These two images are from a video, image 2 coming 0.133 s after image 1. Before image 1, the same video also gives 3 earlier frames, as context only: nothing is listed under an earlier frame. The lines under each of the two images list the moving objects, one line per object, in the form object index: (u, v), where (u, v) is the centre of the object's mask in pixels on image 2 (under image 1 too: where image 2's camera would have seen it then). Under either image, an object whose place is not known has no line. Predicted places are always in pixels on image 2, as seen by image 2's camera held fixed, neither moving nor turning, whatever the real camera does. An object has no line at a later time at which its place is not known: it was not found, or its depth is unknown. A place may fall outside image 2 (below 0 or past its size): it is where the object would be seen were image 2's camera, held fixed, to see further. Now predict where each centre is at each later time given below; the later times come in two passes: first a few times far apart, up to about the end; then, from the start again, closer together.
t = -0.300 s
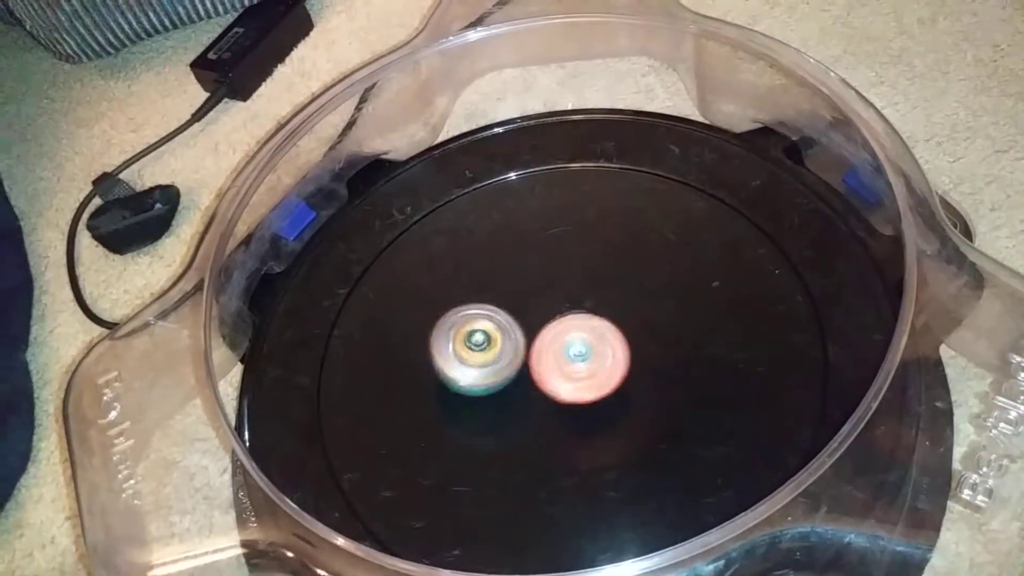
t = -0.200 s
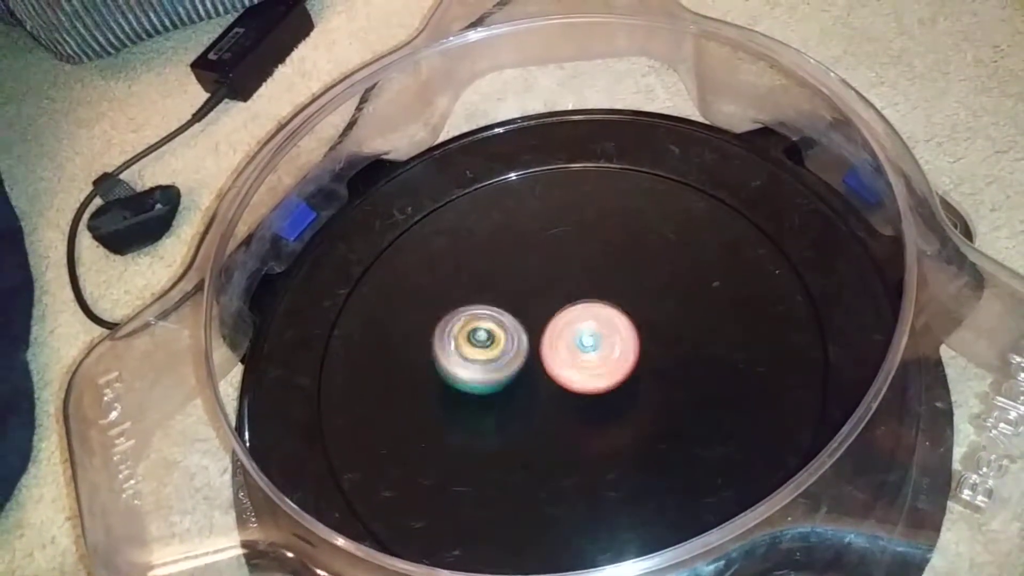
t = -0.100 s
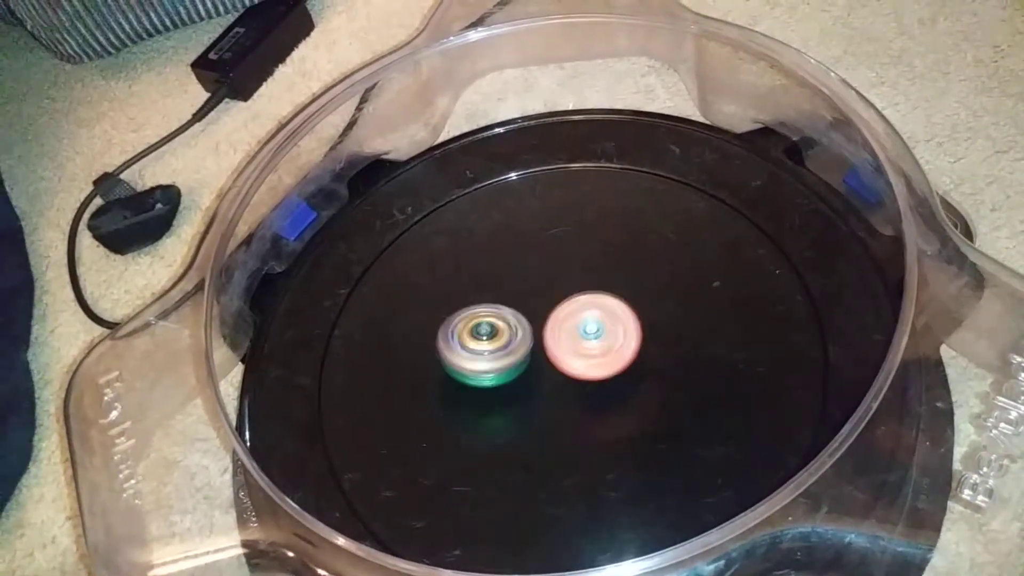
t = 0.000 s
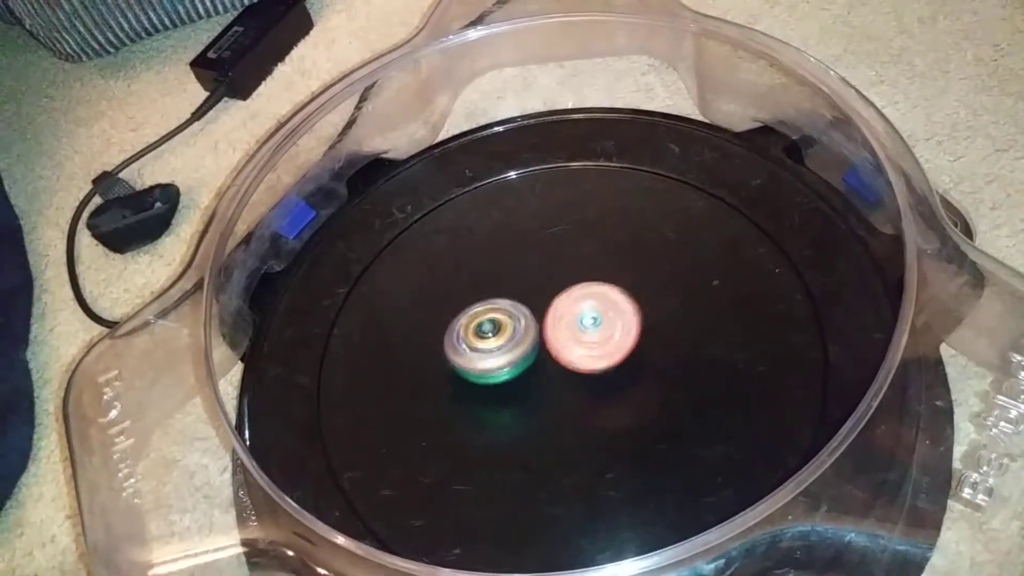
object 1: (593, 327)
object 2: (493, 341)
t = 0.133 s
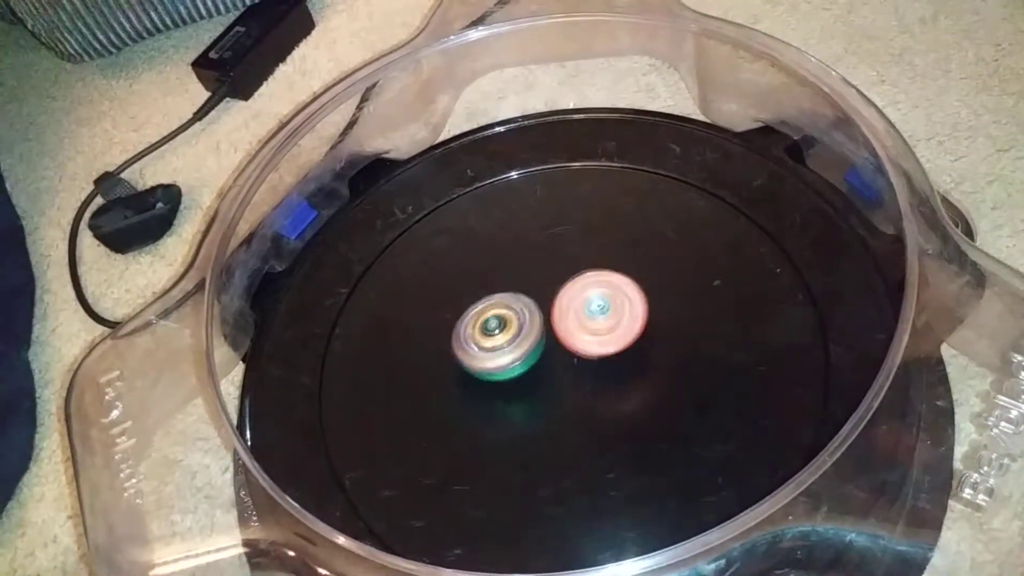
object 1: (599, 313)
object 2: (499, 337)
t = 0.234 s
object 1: (596, 309)
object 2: (502, 332)
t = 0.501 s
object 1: (614, 305)
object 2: (496, 330)
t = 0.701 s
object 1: (603, 322)
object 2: (504, 327)
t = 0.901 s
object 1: (637, 340)
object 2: (496, 332)
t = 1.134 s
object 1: (628, 358)
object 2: (501, 325)
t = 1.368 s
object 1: (579, 366)
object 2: (493, 316)
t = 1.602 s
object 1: (556, 371)
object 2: (495, 307)
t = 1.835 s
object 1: (562, 375)
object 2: (514, 304)
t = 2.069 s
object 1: (578, 371)
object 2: (538, 292)
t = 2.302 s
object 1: (607, 382)
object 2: (537, 291)
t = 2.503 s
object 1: (607, 385)
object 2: (545, 306)
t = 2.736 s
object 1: (589, 392)
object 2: (554, 309)
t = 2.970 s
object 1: (562, 399)
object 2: (564, 308)
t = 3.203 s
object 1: (543, 395)
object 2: (562, 304)
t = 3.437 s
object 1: (540, 380)
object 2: (568, 296)
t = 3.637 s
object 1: (537, 414)
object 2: (565, 283)
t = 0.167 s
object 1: (600, 312)
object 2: (500, 335)
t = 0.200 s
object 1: (598, 309)
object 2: (502, 333)
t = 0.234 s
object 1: (596, 309)
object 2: (502, 332)
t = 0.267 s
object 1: (594, 308)
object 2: (501, 332)
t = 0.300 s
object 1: (596, 308)
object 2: (498, 332)
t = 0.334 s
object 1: (600, 306)
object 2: (494, 333)
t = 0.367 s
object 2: (493, 332)
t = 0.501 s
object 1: (614, 305)
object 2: (496, 330)
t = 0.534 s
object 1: (615, 307)
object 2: (497, 329)
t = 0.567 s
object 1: (613, 309)
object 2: (498, 328)
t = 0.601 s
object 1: (612, 312)
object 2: (499, 328)
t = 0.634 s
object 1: (609, 314)
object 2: (501, 327)
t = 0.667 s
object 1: (607, 319)
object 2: (502, 327)
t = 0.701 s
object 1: (603, 322)
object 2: (504, 327)
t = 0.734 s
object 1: (604, 326)
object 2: (503, 329)
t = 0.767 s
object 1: (612, 328)
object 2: (496, 330)
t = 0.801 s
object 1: (622, 332)
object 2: (490, 331)
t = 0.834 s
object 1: (628, 335)
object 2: (489, 333)
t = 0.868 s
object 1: (633, 337)
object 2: (492, 334)
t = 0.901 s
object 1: (637, 340)
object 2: (496, 332)
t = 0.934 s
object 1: (642, 344)
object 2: (498, 331)
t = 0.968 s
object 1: (643, 347)
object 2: (499, 329)
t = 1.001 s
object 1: (644, 350)
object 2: (498, 328)
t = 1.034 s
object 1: (642, 352)
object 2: (499, 327)
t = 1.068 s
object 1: (639, 354)
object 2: (499, 327)
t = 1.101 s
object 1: (634, 357)
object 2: (500, 326)
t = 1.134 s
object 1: (628, 358)
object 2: (501, 325)
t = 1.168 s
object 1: (621, 360)
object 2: (501, 325)
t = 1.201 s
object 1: (612, 361)
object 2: (501, 324)
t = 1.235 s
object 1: (604, 362)
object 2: (502, 323)
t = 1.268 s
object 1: (595, 362)
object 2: (503, 323)
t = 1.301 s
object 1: (586, 362)
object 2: (503, 321)
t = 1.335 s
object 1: (582, 365)
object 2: (497, 319)
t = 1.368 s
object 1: (579, 366)
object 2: (493, 316)
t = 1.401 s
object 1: (573, 366)
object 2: (491, 313)
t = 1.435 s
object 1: (568, 367)
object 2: (490, 310)
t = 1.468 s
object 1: (562, 368)
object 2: (489, 311)
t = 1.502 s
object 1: (559, 368)
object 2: (492, 310)
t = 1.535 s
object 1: (558, 369)
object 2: (492, 309)
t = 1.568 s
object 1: (558, 369)
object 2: (494, 308)
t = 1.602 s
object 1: (556, 371)
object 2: (495, 307)
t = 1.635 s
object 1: (555, 372)
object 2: (496, 306)
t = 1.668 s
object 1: (557, 374)
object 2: (496, 304)
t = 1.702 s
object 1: (556, 373)
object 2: (498, 304)
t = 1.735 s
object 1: (558, 374)
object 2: (500, 305)
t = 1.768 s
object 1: (557, 373)
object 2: (505, 306)
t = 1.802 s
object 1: (561, 374)
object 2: (509, 305)
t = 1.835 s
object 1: (562, 375)
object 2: (514, 304)
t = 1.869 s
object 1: (566, 376)
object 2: (519, 304)
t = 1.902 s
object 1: (567, 377)
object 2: (523, 302)
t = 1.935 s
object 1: (569, 376)
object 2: (527, 300)
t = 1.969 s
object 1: (573, 376)
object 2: (531, 298)
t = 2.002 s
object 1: (573, 374)
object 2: (534, 296)
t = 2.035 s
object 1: (577, 372)
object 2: (536, 294)
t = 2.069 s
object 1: (578, 371)
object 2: (538, 292)
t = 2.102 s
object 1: (581, 368)
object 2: (538, 292)
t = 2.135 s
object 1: (582, 366)
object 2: (538, 291)
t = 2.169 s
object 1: (584, 366)
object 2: (538, 292)
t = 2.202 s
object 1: (589, 370)
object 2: (537, 289)
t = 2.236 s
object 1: (599, 377)
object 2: (535, 286)
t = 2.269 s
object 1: (603, 381)
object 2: (535, 288)
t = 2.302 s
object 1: (607, 382)
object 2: (537, 291)
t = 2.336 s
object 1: (611, 384)
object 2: (538, 292)
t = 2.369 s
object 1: (612, 387)
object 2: (540, 293)
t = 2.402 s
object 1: (612, 387)
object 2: (540, 295)
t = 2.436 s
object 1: (611, 387)
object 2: (541, 298)
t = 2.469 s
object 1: (609, 387)
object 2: (542, 302)
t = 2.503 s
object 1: (607, 385)
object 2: (545, 306)
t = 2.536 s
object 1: (605, 383)
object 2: (549, 310)
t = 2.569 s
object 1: (601, 382)
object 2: (552, 312)
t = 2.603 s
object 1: (598, 383)
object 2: (554, 312)
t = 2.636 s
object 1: (595, 387)
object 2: (554, 311)
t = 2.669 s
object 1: (593, 388)
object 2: (554, 309)
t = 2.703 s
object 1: (592, 391)
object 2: (553, 308)
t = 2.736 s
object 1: (589, 392)
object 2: (554, 309)
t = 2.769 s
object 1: (585, 392)
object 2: (555, 309)
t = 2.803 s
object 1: (581, 392)
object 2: (556, 309)
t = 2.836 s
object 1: (576, 393)
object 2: (557, 309)
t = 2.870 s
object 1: (572, 395)
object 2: (559, 308)
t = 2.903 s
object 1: (568, 395)
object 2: (559, 309)
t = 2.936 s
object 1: (566, 395)
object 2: (562, 310)
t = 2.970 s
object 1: (562, 399)
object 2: (564, 308)
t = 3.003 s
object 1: (557, 402)
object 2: (564, 302)
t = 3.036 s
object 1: (555, 403)
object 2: (563, 299)
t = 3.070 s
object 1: (553, 404)
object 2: (560, 297)
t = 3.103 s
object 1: (551, 404)
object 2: (558, 298)
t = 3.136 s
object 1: (546, 402)
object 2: (557, 300)
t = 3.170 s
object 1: (544, 400)
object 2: (558, 303)
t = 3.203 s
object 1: (543, 395)
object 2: (562, 304)
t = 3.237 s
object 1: (541, 391)
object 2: (566, 305)
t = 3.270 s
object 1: (540, 389)
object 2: (571, 303)
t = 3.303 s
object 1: (539, 387)
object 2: (572, 299)
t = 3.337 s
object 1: (539, 383)
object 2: (570, 297)
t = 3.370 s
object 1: (541, 380)
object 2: (570, 297)
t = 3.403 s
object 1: (540, 380)
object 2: (569, 296)
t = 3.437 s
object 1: (540, 380)
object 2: (568, 296)
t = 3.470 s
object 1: (536, 387)
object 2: (570, 290)
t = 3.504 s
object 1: (536, 398)
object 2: (571, 284)
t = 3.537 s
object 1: (535, 404)
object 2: (570, 281)
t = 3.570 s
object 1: (535, 409)
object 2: (567, 280)
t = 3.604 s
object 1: (535, 412)
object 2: (566, 281)
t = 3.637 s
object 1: (537, 414)
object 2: (565, 283)
